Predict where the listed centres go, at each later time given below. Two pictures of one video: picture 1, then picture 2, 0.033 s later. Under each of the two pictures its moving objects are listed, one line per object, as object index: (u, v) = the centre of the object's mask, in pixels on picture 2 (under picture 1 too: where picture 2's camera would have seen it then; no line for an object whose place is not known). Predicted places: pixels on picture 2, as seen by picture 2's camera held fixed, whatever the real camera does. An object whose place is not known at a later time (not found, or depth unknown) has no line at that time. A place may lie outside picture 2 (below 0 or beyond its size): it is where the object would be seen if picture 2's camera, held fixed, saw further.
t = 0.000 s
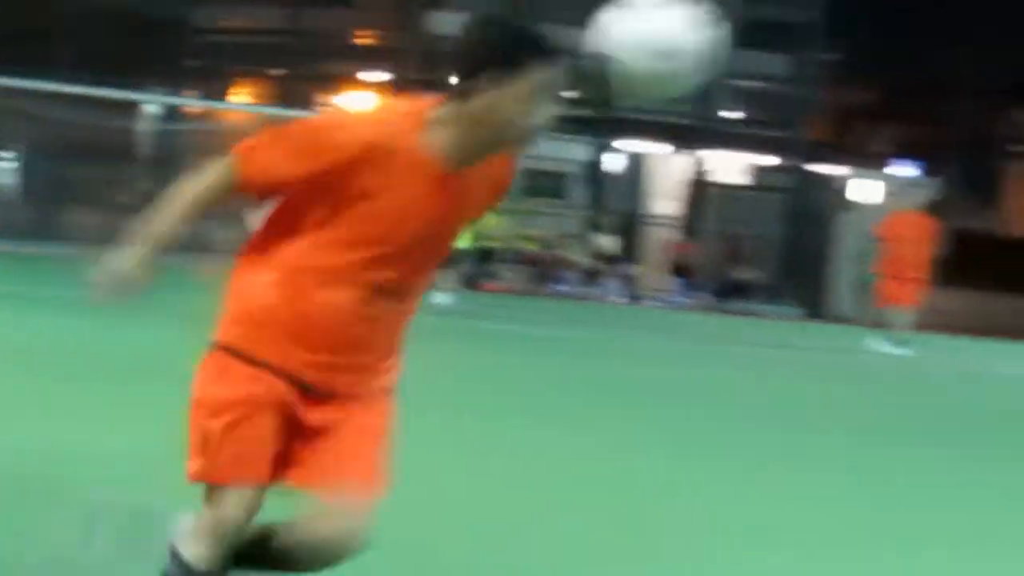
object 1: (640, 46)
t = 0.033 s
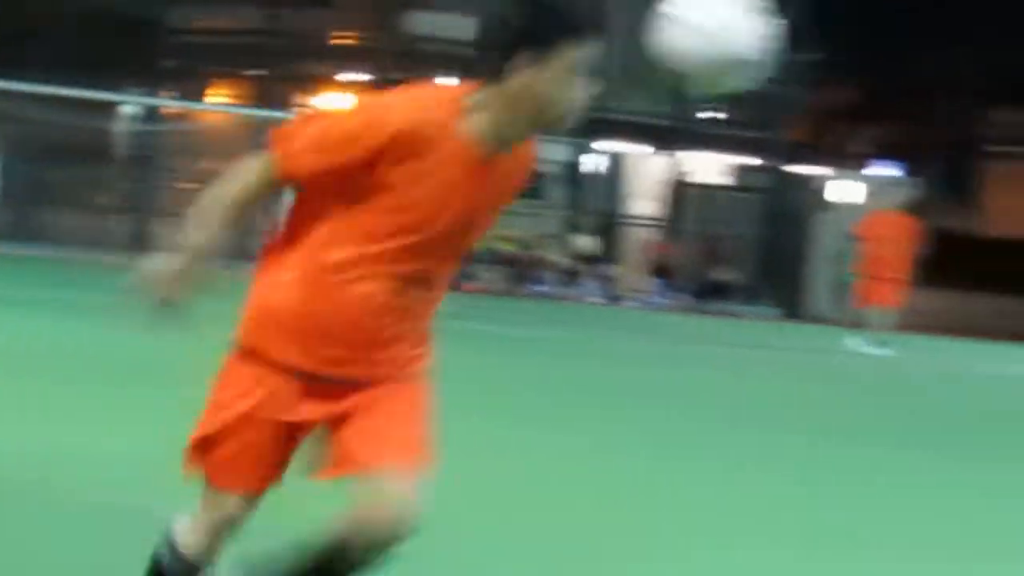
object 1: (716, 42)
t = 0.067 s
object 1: (793, 43)
